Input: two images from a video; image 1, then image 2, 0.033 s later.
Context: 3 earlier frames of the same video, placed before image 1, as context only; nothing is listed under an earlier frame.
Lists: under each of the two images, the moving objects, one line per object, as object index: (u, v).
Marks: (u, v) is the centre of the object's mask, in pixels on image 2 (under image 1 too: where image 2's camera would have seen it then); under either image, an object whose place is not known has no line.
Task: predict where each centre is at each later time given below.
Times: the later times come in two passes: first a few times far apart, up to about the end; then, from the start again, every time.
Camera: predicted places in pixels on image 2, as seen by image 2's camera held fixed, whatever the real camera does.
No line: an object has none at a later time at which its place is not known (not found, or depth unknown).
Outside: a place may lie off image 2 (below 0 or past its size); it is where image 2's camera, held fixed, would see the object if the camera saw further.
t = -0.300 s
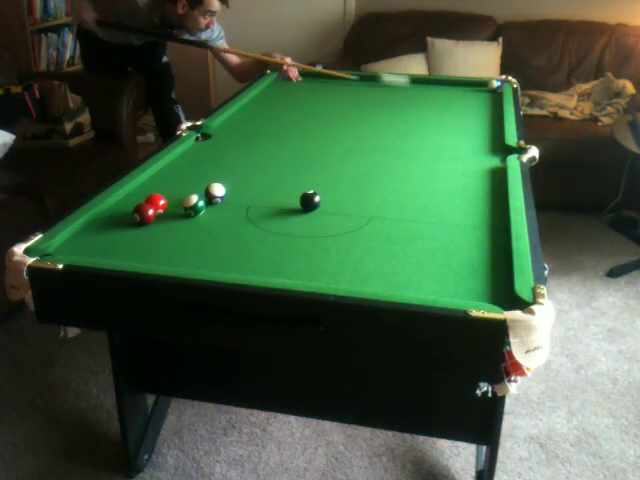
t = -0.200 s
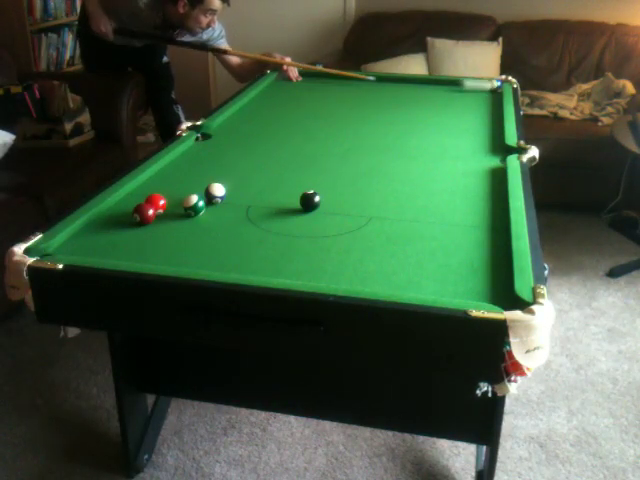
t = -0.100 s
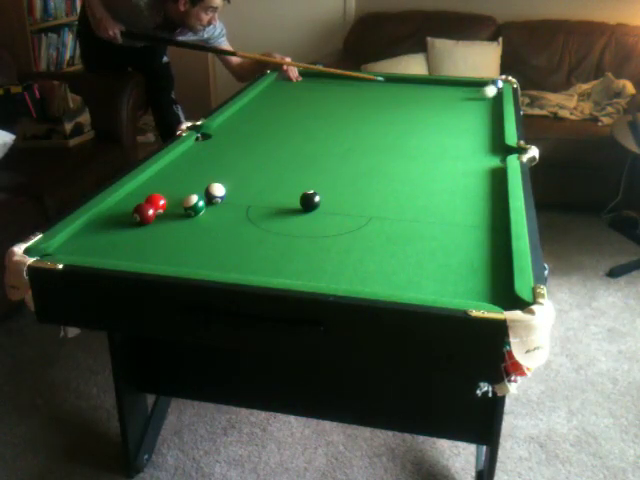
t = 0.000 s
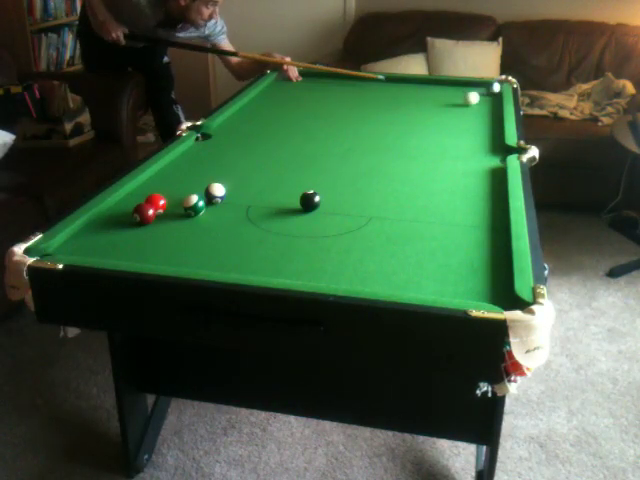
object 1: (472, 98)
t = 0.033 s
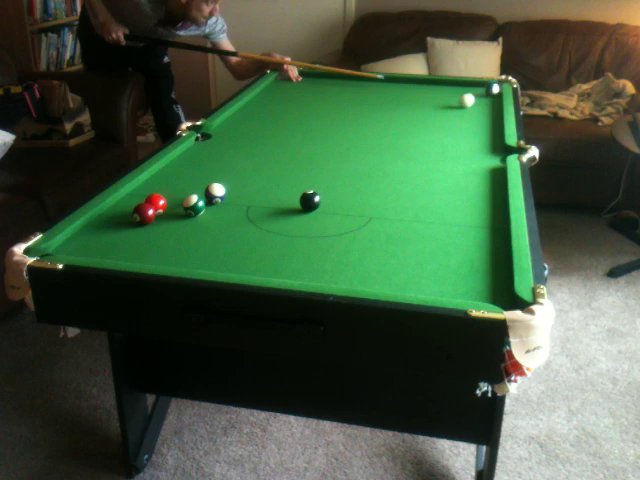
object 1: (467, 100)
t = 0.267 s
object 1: (439, 114)
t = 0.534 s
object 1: (406, 132)
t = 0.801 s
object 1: (368, 152)
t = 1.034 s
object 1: (332, 171)
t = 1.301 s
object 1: (286, 195)
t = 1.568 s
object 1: (236, 223)
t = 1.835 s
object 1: (178, 254)
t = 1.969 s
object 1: (160, 256)
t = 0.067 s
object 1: (463, 102)
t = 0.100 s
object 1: (459, 104)
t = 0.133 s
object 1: (455, 106)
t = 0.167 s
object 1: (451, 108)
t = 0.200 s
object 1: (447, 110)
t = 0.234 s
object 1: (443, 112)
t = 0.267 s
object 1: (439, 114)
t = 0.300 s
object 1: (435, 116)
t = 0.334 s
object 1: (431, 118)
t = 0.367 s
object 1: (427, 121)
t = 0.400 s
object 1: (423, 123)
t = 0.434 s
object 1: (418, 125)
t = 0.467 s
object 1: (414, 127)
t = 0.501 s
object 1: (410, 130)
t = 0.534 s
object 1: (406, 132)
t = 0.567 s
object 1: (401, 134)
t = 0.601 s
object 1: (396, 137)
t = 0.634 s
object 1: (392, 139)
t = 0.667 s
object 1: (387, 142)
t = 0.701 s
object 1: (383, 144)
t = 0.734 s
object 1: (378, 147)
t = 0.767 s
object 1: (374, 149)
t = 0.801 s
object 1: (368, 152)
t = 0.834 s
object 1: (363, 155)
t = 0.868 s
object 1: (358, 157)
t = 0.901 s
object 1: (353, 160)
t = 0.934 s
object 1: (348, 163)
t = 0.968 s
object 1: (343, 165)
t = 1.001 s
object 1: (338, 168)
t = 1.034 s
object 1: (332, 171)
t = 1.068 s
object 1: (327, 174)
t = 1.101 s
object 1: (321, 177)
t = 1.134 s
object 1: (315, 180)
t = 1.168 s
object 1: (310, 183)
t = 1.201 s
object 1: (304, 185)
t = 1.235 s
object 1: (298, 188)
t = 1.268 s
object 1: (292, 192)
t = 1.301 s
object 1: (286, 195)
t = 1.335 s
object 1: (280, 198)
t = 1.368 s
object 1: (274, 202)
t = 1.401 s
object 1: (268, 205)
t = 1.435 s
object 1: (262, 209)
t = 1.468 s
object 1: (256, 212)
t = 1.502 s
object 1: (249, 216)
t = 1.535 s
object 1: (242, 219)
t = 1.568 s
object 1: (236, 223)
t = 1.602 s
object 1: (228, 227)
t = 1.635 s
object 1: (222, 230)
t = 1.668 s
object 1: (215, 234)
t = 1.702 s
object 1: (208, 238)
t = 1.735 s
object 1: (201, 242)
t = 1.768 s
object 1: (194, 246)
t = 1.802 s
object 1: (186, 250)
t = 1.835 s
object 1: (178, 254)
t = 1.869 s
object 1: (170, 257)
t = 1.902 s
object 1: (164, 259)
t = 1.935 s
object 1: (161, 257)
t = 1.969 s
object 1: (160, 256)
